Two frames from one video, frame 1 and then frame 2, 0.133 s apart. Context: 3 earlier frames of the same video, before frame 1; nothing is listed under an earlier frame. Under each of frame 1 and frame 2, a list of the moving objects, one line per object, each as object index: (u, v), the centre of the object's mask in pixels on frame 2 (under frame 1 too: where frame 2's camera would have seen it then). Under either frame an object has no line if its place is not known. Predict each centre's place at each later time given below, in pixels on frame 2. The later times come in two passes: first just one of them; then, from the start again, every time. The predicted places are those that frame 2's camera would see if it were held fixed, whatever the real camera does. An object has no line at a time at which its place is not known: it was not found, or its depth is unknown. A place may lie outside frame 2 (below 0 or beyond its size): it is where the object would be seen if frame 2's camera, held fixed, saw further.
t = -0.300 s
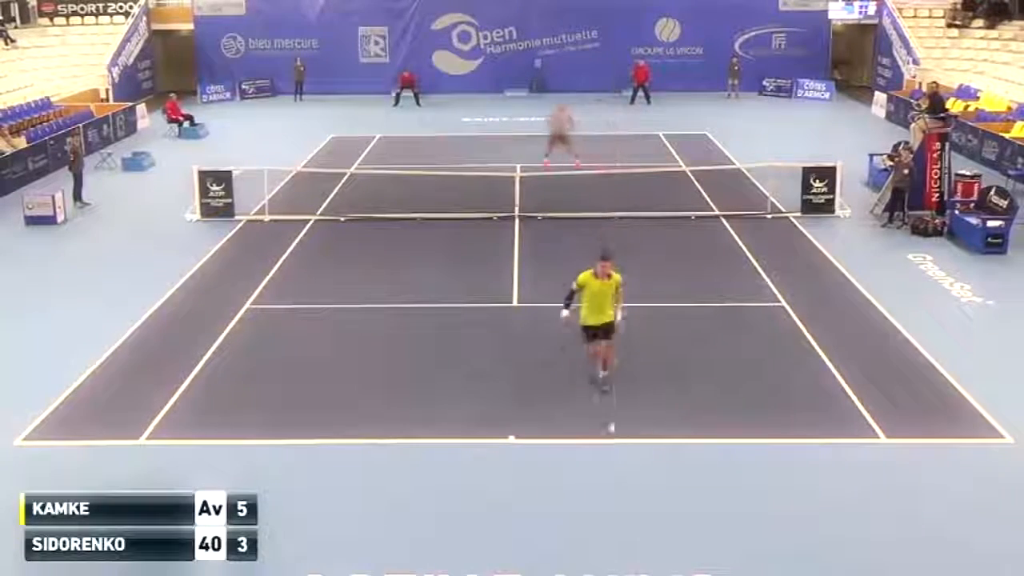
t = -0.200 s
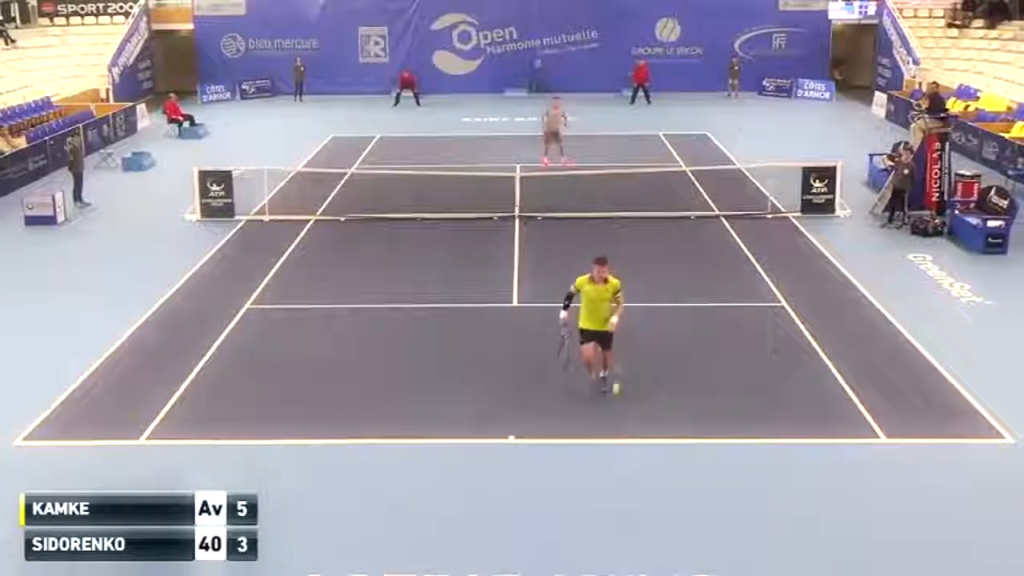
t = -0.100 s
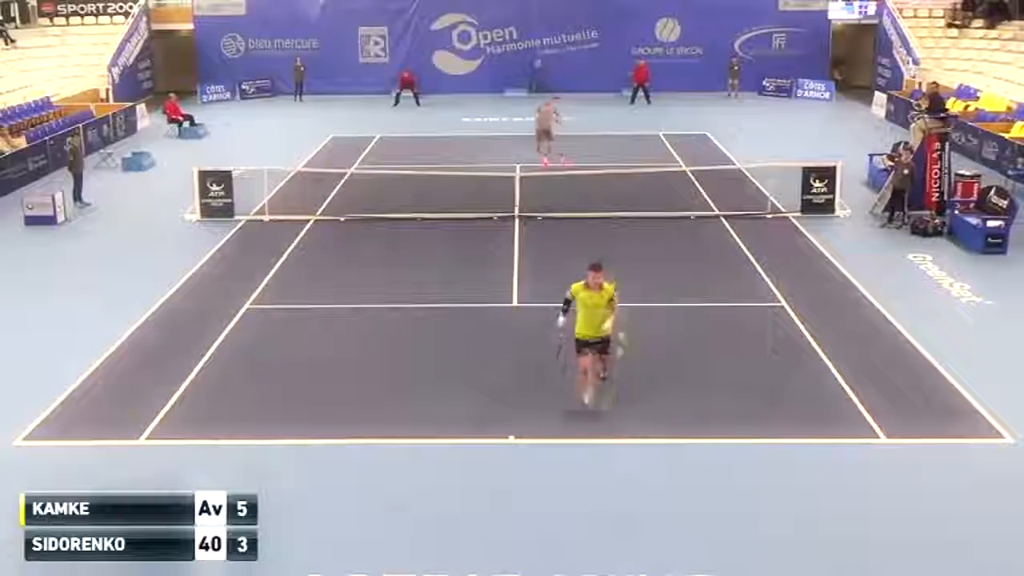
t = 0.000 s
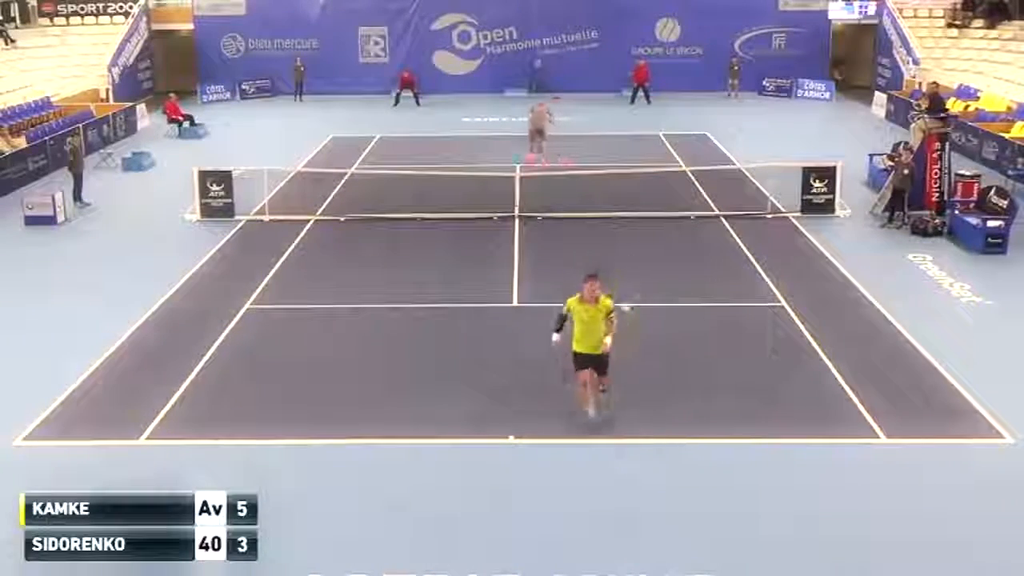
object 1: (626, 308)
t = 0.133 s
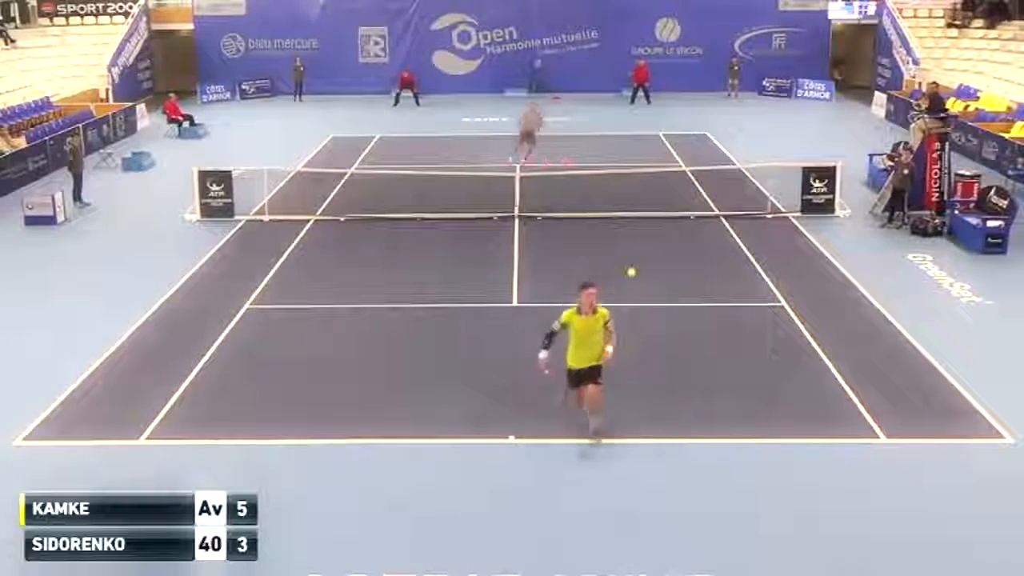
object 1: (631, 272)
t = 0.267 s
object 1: (637, 249)
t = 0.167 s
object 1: (633, 263)
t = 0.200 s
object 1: (634, 259)
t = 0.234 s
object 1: (635, 257)
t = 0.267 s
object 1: (637, 249)
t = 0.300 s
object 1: (639, 247)
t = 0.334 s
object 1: (641, 244)
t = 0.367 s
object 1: (642, 243)
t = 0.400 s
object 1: (643, 244)
